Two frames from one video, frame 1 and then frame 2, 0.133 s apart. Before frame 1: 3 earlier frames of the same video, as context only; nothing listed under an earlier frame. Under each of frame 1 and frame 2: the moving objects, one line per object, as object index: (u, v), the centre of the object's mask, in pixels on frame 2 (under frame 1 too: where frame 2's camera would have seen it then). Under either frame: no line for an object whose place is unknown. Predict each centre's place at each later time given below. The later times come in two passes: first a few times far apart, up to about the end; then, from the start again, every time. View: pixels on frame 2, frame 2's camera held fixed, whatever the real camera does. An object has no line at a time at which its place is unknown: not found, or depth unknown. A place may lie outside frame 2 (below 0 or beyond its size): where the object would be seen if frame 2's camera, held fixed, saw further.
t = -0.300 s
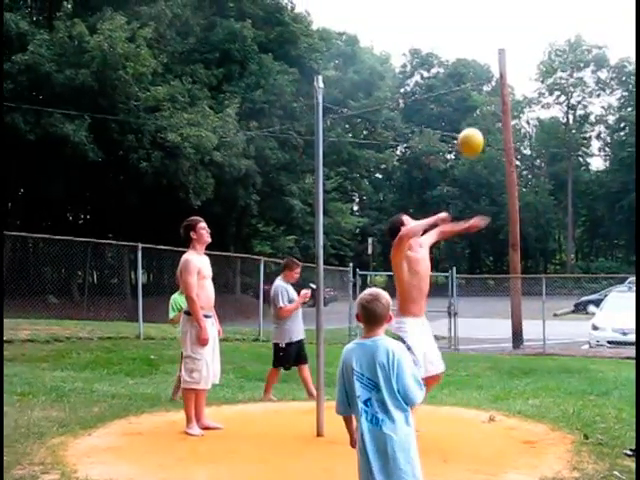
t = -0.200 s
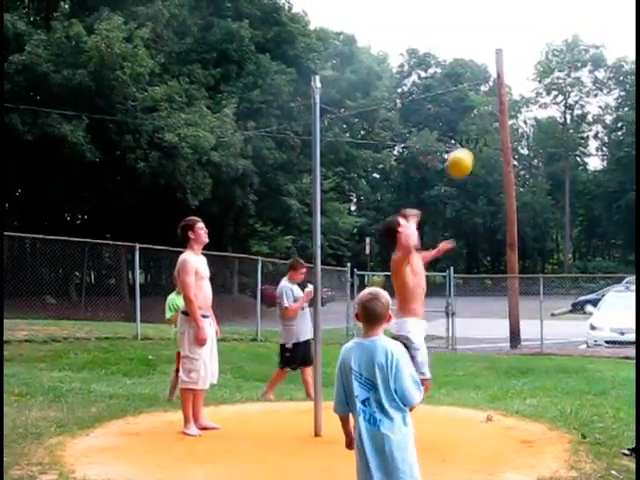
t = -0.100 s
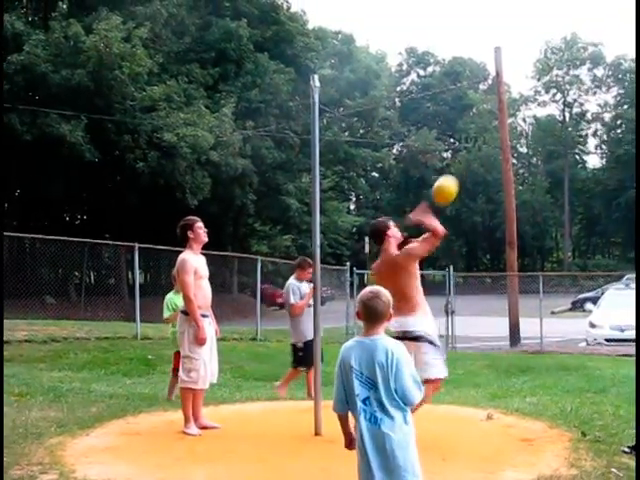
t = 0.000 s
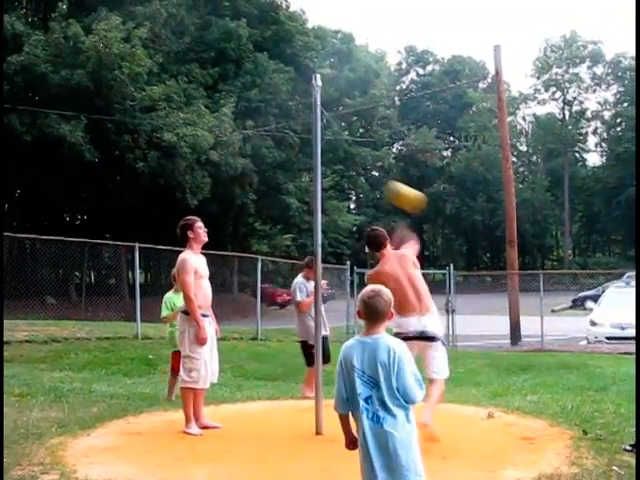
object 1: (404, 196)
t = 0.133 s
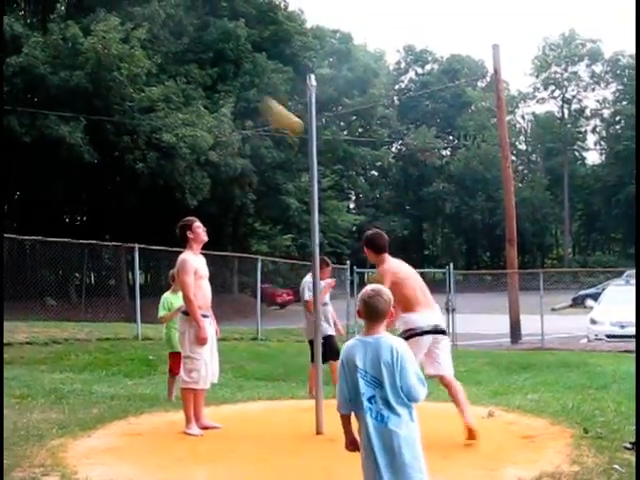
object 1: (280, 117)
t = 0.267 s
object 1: (192, 28)
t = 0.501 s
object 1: (342, 98)
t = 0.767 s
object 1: (338, 155)
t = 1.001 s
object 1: (211, 37)
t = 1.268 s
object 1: (379, 147)
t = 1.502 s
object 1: (300, 119)
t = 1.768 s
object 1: (253, 59)
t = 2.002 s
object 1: (372, 155)
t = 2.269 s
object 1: (255, 66)
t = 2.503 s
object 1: (350, 132)
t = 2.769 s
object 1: (283, 79)
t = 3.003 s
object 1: (301, 95)
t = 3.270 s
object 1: (328, 114)
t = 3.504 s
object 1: (320, 111)
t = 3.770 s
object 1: (289, 126)
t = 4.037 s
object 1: (326, 143)
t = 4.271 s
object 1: (350, 134)
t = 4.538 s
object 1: (315, 127)
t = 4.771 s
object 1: (279, 147)
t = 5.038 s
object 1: (299, 166)
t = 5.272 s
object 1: (348, 160)
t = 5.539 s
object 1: (369, 155)
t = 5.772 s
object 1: (331, 157)
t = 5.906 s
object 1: (296, 160)
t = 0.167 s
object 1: (252, 94)
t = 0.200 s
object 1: (226, 69)
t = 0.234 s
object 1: (208, 47)
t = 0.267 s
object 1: (192, 28)
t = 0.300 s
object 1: (187, 16)
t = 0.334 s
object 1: (193, 12)
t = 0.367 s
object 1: (209, 12)
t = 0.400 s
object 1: (235, 24)
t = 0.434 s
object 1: (269, 43)
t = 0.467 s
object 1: (307, 69)
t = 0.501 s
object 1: (342, 98)
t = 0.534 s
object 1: (377, 128)
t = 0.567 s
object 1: (403, 158)
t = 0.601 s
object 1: (415, 177)
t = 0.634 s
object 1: (415, 188)
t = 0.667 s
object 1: (405, 190)
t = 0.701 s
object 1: (386, 183)
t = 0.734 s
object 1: (364, 171)
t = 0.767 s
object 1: (338, 155)
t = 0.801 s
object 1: (309, 135)
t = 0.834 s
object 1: (284, 115)
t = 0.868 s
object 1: (260, 96)
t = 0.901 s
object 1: (240, 76)
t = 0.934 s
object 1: (224, 60)
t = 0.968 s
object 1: (213, 46)
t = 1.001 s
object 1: (211, 37)
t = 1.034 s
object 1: (213, 33)
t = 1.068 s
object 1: (222, 32)
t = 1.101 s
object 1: (242, 40)
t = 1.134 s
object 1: (268, 55)
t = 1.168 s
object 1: (297, 75)
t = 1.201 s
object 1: (333, 104)
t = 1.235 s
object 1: (359, 126)
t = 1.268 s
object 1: (379, 147)
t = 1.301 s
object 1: (391, 163)
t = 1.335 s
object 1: (393, 171)
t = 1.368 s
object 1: (386, 172)
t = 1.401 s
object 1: (371, 166)
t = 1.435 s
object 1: (352, 155)
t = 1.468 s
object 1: (332, 140)
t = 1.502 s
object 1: (300, 119)
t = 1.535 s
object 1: (284, 105)
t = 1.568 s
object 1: (265, 89)
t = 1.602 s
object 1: (250, 74)
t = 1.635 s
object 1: (238, 61)
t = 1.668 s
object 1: (231, 53)
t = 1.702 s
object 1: (231, 49)
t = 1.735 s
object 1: (239, 51)
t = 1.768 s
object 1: (253, 59)
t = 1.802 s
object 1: (273, 71)
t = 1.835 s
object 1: (296, 88)
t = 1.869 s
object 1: (330, 111)
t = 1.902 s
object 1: (347, 128)
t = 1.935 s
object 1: (365, 143)
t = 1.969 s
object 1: (372, 153)
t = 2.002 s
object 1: (372, 155)
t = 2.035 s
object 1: (363, 151)
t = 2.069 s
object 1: (347, 139)
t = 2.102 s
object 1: (331, 127)
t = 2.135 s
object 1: (305, 110)
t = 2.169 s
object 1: (289, 97)
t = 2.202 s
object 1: (273, 84)
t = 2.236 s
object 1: (262, 73)
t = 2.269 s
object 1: (255, 66)
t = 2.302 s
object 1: (255, 65)
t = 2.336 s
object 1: (262, 68)
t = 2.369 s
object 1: (275, 76)
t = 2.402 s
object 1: (294, 90)
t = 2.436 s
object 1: (318, 106)
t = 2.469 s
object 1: (337, 122)
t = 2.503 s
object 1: (350, 132)
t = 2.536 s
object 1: (352, 136)
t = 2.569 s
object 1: (345, 131)
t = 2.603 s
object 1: (333, 121)
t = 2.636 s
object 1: (316, 104)
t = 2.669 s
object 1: (296, 94)
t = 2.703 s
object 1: (284, 82)
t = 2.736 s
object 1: (279, 78)
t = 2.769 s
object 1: (283, 79)
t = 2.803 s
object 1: (295, 88)
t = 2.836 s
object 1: (312, 100)
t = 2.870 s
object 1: (326, 113)
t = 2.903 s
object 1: (330, 117)
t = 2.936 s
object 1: (328, 112)
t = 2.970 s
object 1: (310, 103)
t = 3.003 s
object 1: (301, 95)
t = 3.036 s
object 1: (300, 96)
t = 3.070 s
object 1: (305, 98)
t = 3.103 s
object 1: (310, 102)
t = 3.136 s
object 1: (313, 106)
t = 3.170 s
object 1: (319, 112)
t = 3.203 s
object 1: (324, 116)
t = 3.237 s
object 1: (325, 115)
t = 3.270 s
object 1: (328, 114)
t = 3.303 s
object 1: (332, 114)
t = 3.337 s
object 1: (334, 114)
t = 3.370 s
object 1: (334, 113)
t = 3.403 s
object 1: (331, 110)
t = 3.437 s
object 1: (328, 110)
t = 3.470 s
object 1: (324, 110)
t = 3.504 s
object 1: (320, 111)
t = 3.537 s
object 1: (315, 112)
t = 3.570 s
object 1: (310, 112)
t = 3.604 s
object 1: (305, 113)
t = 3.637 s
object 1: (300, 116)
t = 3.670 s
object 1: (296, 119)
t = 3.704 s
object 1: (292, 121)
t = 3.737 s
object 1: (290, 124)
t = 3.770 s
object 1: (289, 126)
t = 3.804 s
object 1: (288, 129)
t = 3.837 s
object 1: (290, 131)
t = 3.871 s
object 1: (293, 134)
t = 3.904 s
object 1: (297, 136)
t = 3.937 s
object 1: (301, 138)
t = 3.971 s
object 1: (307, 140)
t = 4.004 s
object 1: (317, 142)
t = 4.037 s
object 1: (326, 143)
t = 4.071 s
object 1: (330, 142)
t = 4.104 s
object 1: (336, 142)
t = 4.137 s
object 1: (341, 141)
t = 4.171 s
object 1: (345, 139)
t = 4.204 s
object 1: (348, 138)
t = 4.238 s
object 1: (350, 136)
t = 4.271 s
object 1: (350, 134)
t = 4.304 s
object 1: (349, 132)
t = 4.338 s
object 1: (346, 129)
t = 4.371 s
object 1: (342, 127)
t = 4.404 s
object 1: (337, 126)
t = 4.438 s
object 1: (333, 126)
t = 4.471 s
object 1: (328, 127)
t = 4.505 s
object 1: (321, 126)
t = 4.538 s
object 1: (315, 127)
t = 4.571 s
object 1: (307, 129)
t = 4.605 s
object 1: (301, 132)
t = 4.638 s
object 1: (295, 135)
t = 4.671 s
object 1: (290, 138)
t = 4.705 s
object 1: (285, 141)
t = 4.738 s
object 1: (282, 144)
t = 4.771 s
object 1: (279, 147)
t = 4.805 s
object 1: (278, 151)
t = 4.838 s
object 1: (276, 155)
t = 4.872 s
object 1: (276, 160)
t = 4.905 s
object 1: (279, 162)
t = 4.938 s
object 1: (282, 165)
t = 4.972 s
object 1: (287, 166)
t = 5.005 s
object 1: (293, 166)
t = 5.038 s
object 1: (299, 166)
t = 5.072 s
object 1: (303, 165)
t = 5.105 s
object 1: (312, 166)
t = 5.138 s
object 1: (326, 165)
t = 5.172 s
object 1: (330, 165)
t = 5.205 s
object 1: (336, 163)
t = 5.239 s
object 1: (342, 161)
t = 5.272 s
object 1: (348, 160)
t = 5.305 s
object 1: (354, 160)
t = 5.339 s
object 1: (359, 160)
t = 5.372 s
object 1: (363, 158)
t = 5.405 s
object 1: (366, 157)
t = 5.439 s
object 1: (369, 156)
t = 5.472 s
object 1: (369, 155)
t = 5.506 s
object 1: (369, 155)
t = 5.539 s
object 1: (369, 155)
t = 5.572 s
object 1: (366, 154)
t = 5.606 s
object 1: (363, 155)
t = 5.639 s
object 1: (360, 156)
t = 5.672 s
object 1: (354, 156)
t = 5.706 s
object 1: (347, 156)
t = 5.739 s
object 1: (339, 156)
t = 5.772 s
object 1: (331, 157)
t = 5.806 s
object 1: (323, 158)
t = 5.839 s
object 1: (314, 160)
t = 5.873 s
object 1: (304, 160)
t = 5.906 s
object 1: (296, 160)
